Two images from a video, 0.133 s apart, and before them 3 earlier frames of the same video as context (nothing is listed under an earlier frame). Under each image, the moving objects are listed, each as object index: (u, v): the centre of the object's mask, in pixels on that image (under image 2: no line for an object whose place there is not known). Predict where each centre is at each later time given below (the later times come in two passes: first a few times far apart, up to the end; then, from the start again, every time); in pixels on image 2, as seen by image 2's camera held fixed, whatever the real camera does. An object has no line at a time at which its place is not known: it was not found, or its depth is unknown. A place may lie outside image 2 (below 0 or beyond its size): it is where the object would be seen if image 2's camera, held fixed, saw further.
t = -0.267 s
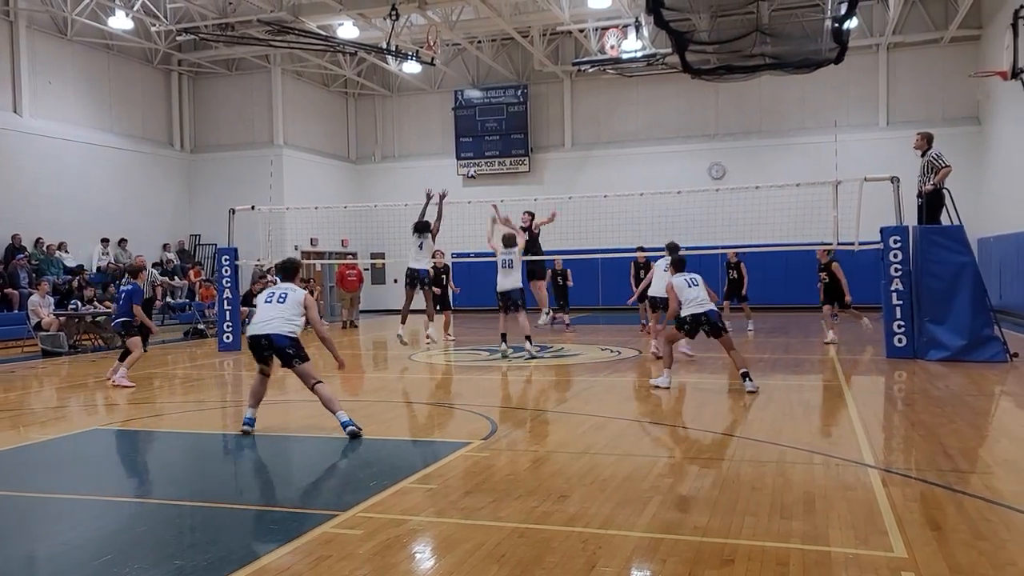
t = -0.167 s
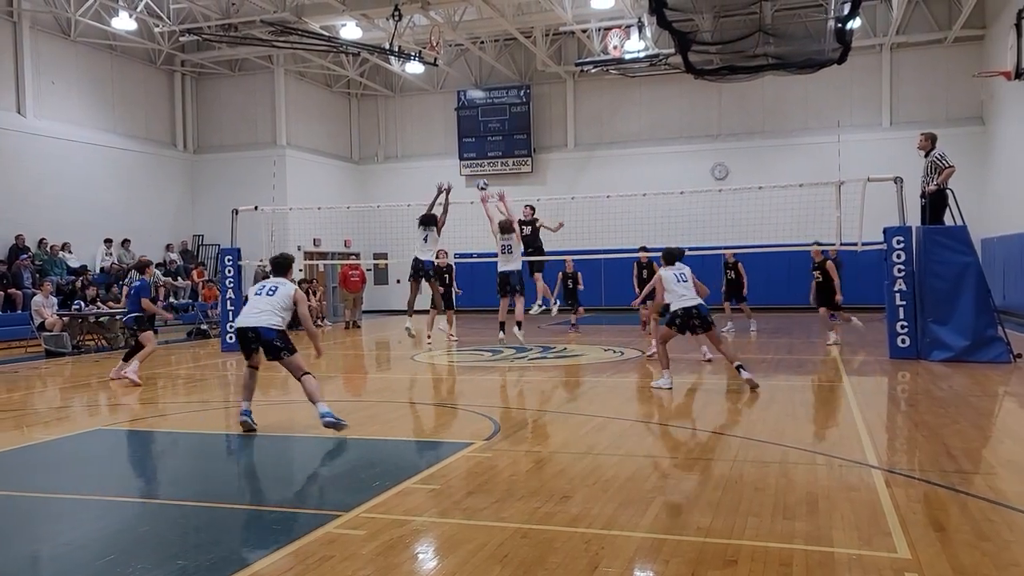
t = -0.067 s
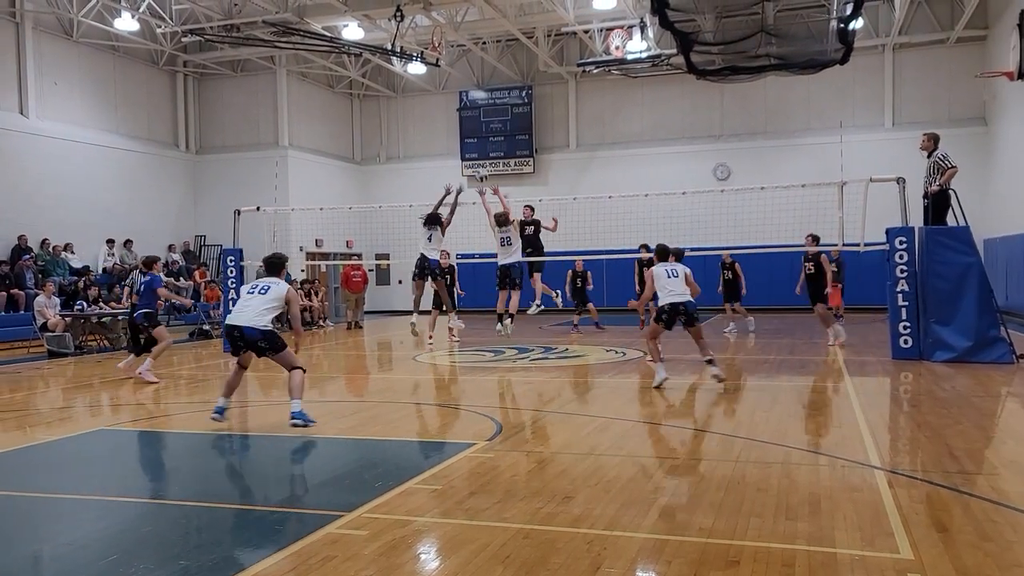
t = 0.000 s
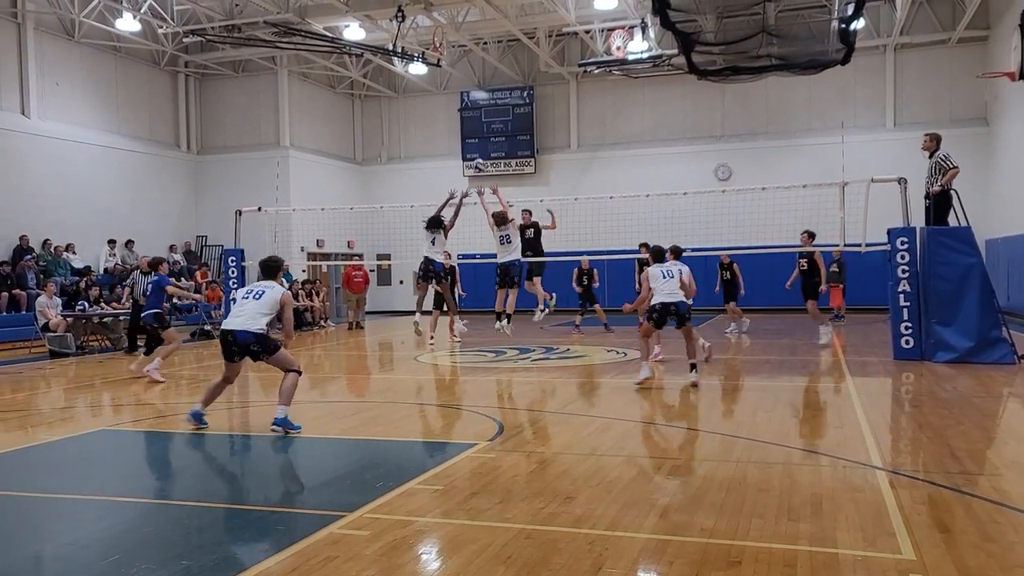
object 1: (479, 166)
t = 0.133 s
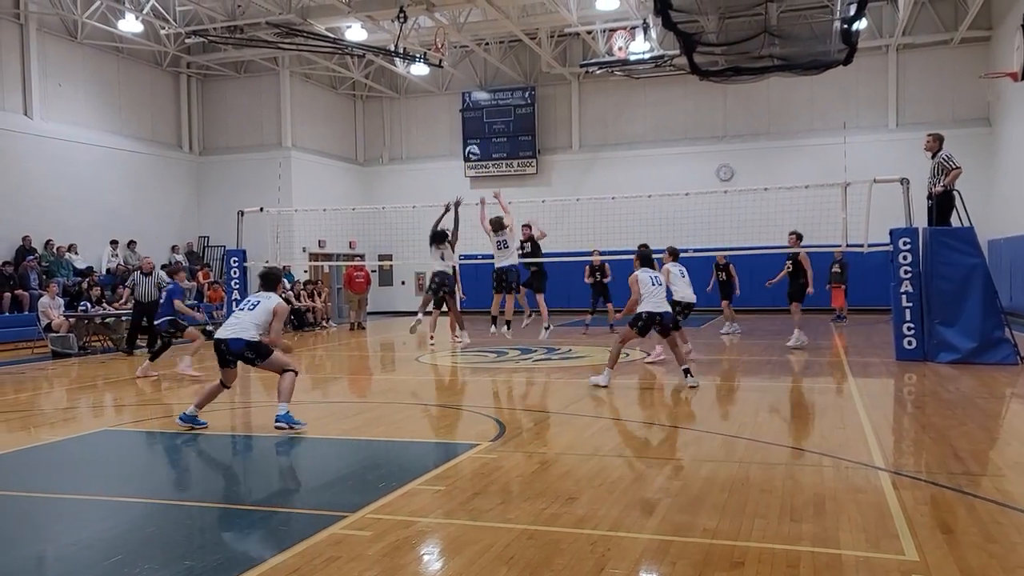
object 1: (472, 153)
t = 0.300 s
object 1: (460, 149)
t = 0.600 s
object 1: (428, 206)
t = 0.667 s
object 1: (418, 234)
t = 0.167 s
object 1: (470, 150)
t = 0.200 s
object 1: (468, 149)
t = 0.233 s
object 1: (466, 149)
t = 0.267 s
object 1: (463, 149)
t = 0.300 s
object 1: (460, 149)
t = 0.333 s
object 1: (458, 151)
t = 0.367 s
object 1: (454, 154)
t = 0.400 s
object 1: (452, 157)
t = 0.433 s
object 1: (448, 162)
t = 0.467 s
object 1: (444, 168)
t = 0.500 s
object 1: (440, 175)
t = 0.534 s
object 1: (436, 184)
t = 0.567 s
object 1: (432, 194)
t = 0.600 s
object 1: (428, 206)
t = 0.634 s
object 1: (423, 220)
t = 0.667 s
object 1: (418, 234)
